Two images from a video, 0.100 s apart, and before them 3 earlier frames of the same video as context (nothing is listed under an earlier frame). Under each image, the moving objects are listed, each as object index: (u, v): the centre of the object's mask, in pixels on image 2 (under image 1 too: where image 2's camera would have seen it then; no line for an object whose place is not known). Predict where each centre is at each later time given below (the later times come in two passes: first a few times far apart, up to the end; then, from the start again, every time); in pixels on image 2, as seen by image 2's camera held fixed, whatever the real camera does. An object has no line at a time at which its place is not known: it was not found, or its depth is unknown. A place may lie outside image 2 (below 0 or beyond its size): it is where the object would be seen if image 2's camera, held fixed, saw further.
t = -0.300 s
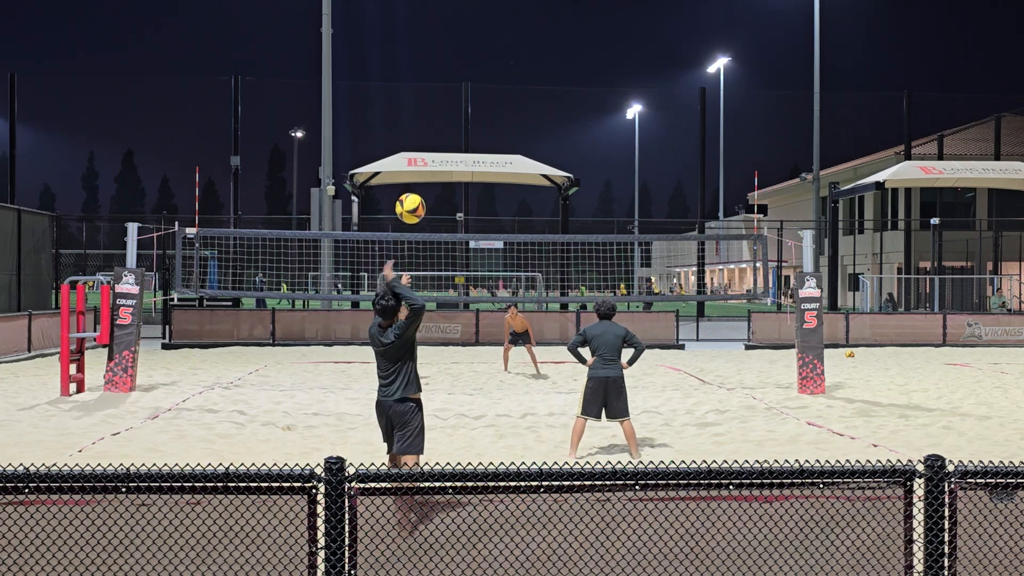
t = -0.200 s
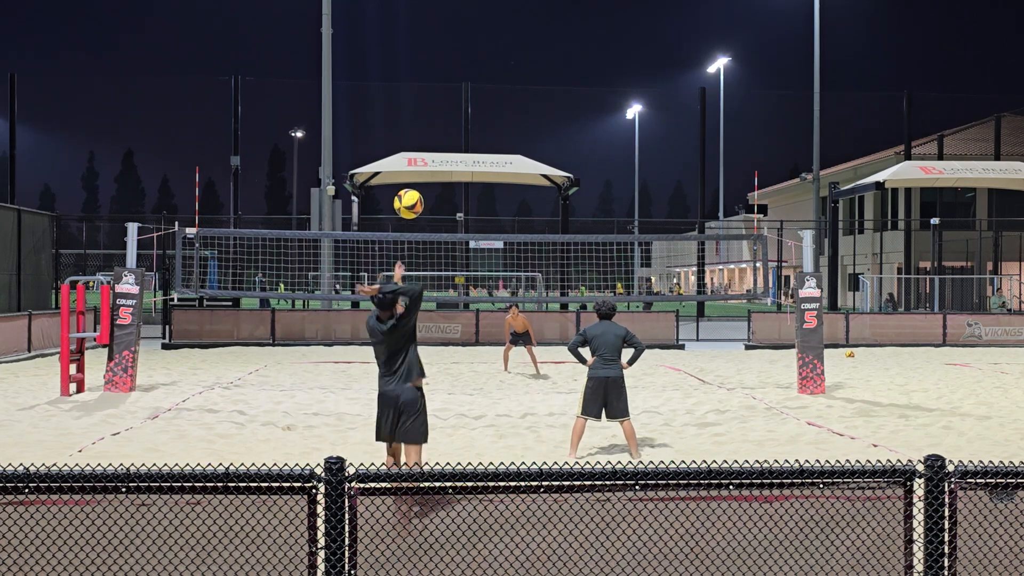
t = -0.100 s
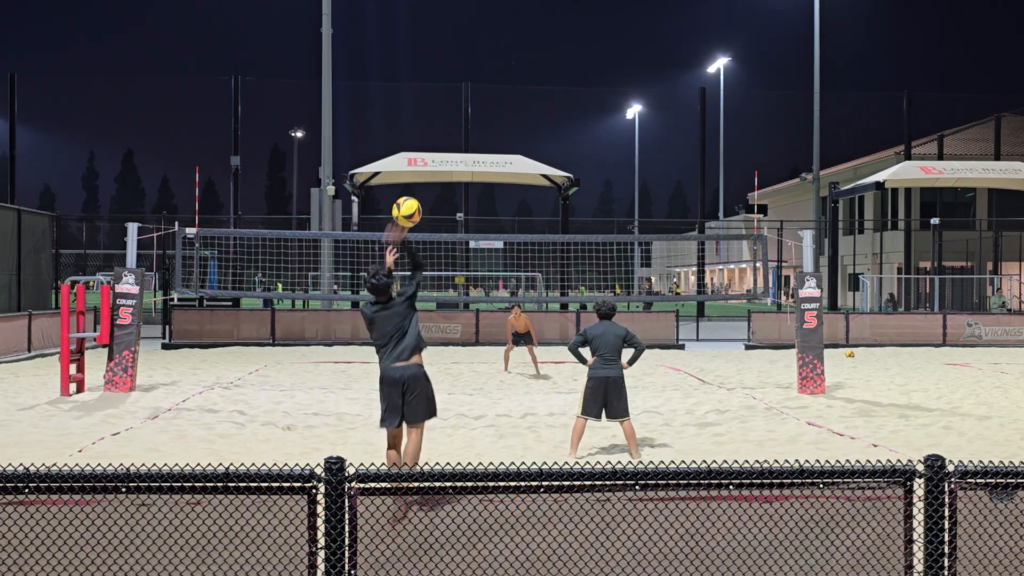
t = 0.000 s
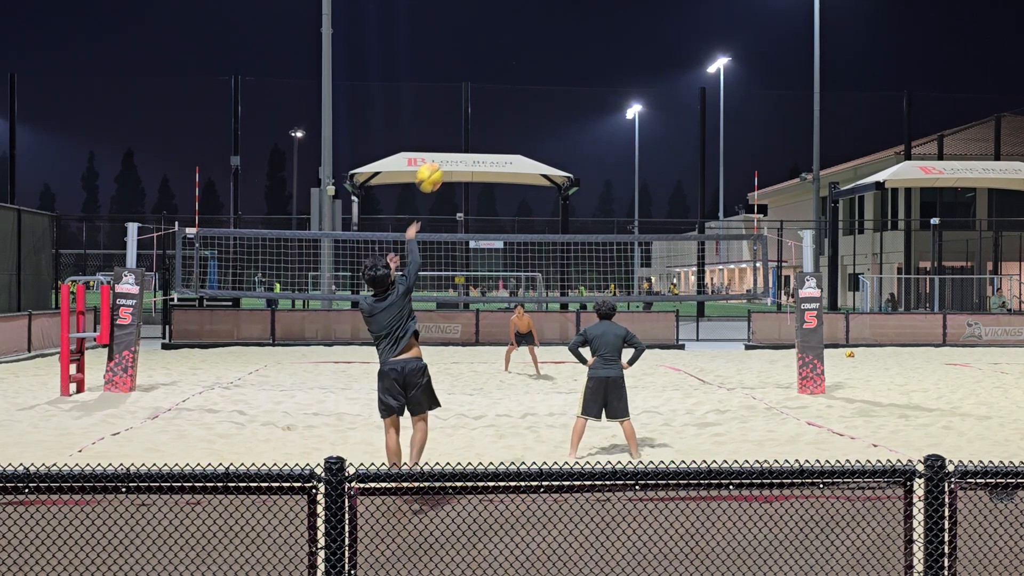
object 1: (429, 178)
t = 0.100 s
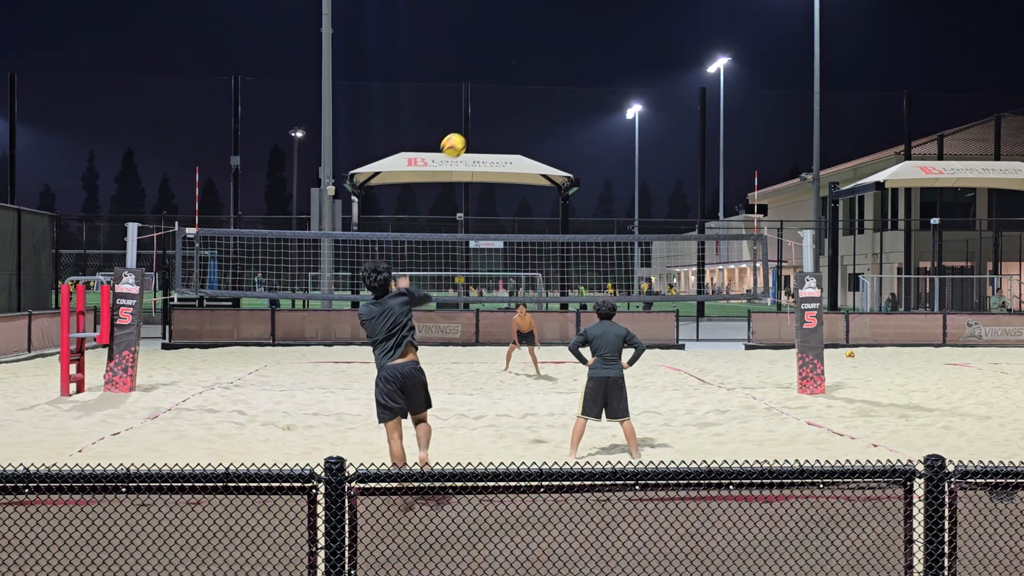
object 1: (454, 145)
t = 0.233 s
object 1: (479, 129)
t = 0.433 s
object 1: (510, 135)
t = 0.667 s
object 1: (540, 172)
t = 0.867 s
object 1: (561, 224)
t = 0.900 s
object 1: (564, 230)
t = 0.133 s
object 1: (460, 140)
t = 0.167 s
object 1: (467, 135)
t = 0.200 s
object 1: (473, 131)
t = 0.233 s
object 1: (479, 129)
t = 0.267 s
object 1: (485, 128)
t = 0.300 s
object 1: (490, 128)
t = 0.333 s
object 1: (495, 128)
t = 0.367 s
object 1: (500, 130)
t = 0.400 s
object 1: (505, 132)
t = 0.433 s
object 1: (510, 135)
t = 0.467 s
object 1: (515, 138)
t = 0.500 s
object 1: (520, 143)
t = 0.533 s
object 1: (524, 147)
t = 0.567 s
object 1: (528, 152)
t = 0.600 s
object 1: (532, 158)
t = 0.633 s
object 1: (536, 164)
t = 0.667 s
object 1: (540, 172)
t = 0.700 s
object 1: (545, 180)
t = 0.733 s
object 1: (548, 188)
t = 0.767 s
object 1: (551, 196)
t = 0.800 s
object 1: (555, 204)
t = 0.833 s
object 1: (558, 214)
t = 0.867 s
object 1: (561, 224)
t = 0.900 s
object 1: (564, 230)
